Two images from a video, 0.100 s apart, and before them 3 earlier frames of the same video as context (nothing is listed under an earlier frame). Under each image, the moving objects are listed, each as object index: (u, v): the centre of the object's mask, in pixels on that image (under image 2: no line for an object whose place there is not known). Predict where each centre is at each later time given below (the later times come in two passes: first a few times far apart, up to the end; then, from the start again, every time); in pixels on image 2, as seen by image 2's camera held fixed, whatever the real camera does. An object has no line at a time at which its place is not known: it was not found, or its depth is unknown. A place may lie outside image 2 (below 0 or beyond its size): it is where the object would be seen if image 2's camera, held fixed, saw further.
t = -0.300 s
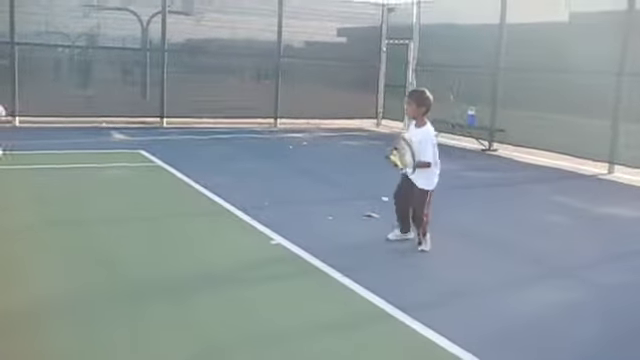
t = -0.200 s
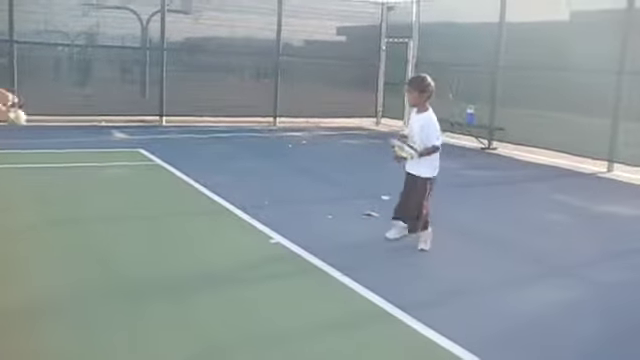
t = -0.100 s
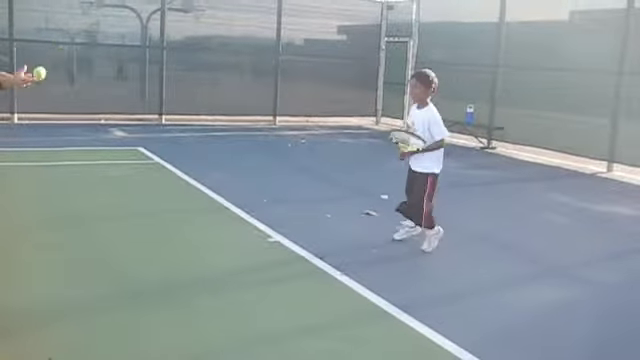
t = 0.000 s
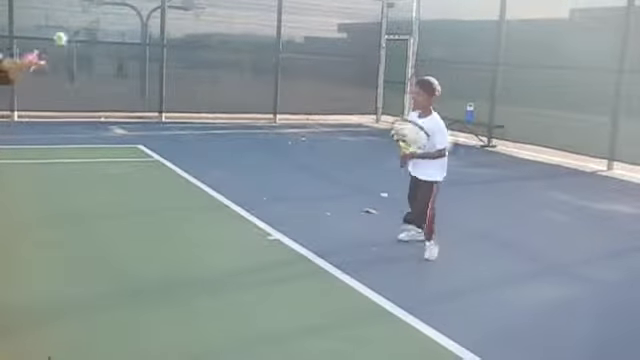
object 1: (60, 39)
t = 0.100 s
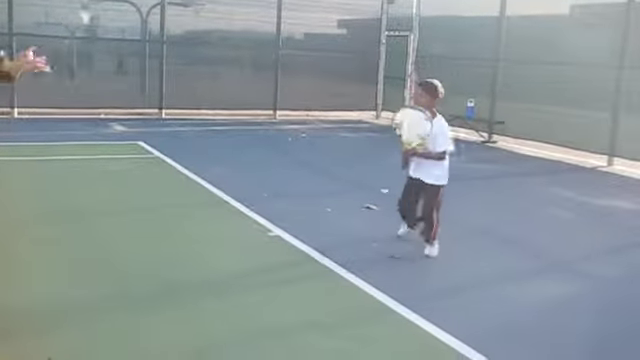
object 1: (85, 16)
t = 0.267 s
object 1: (122, 29)
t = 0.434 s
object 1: (163, 93)
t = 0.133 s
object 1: (90, 16)
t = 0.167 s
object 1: (98, 17)
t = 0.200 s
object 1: (106, 18)
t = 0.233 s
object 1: (114, 22)
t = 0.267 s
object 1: (122, 29)
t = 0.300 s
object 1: (130, 38)
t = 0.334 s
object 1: (137, 48)
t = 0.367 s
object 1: (145, 61)
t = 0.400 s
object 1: (155, 77)
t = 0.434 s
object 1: (163, 93)
